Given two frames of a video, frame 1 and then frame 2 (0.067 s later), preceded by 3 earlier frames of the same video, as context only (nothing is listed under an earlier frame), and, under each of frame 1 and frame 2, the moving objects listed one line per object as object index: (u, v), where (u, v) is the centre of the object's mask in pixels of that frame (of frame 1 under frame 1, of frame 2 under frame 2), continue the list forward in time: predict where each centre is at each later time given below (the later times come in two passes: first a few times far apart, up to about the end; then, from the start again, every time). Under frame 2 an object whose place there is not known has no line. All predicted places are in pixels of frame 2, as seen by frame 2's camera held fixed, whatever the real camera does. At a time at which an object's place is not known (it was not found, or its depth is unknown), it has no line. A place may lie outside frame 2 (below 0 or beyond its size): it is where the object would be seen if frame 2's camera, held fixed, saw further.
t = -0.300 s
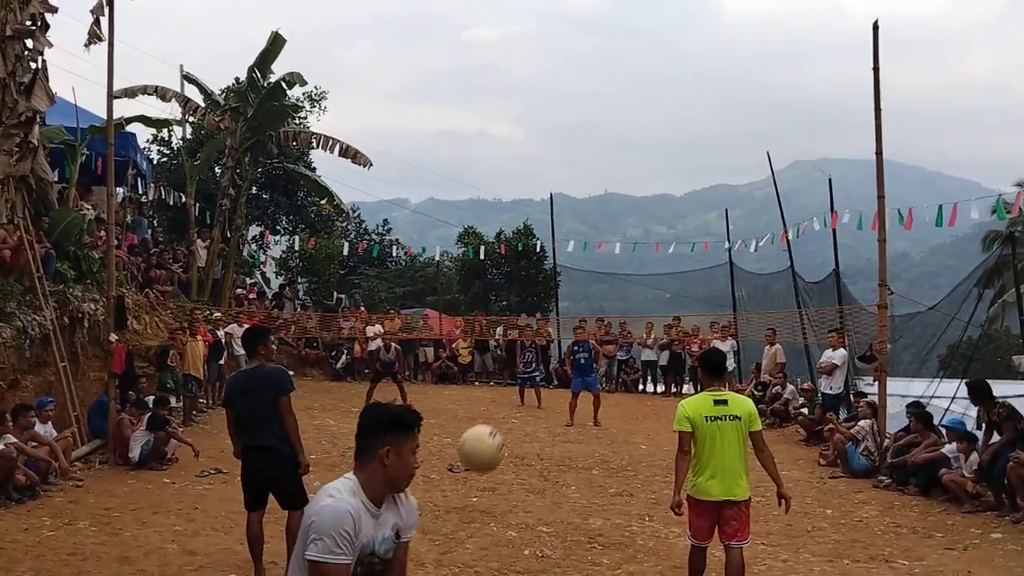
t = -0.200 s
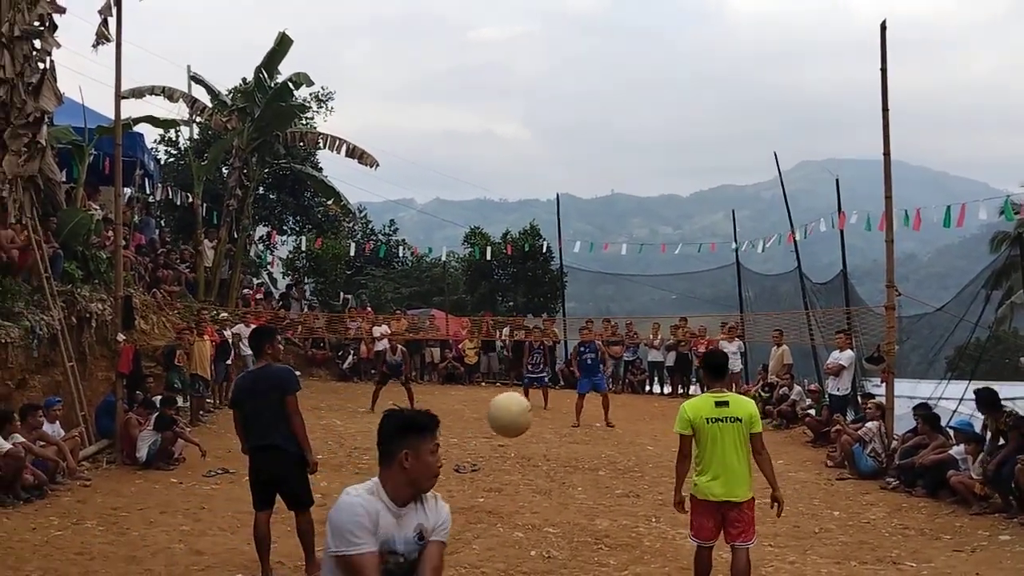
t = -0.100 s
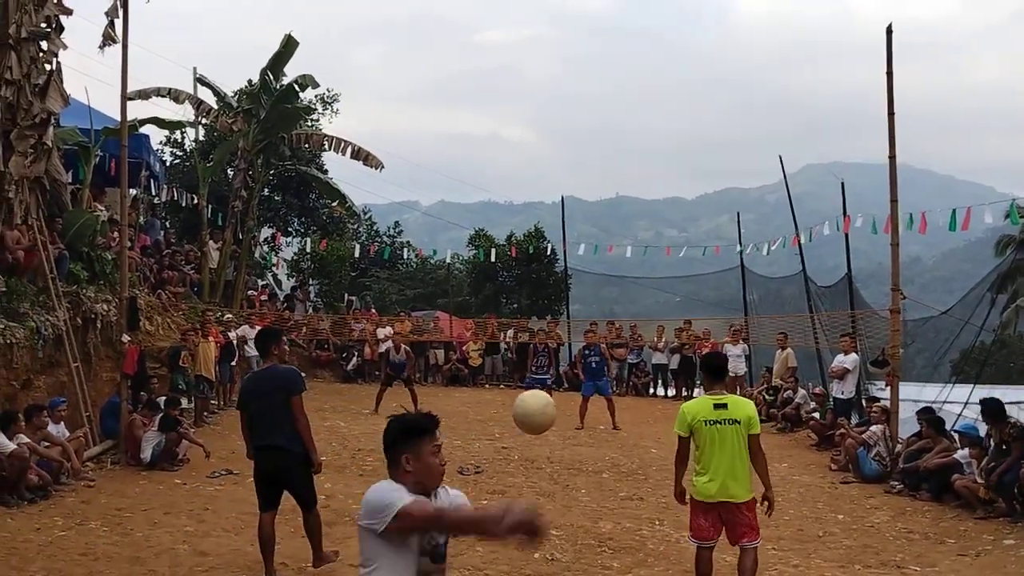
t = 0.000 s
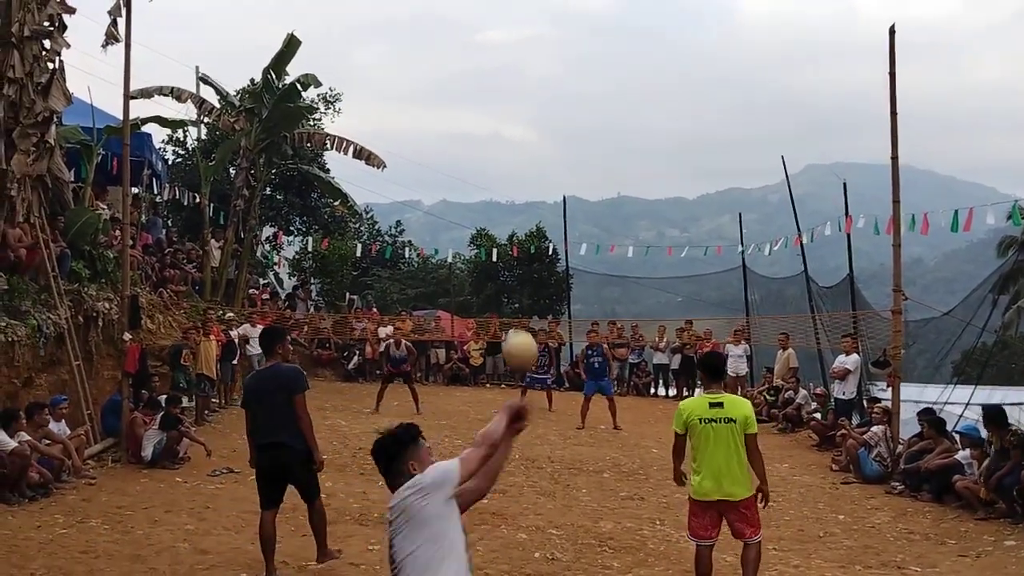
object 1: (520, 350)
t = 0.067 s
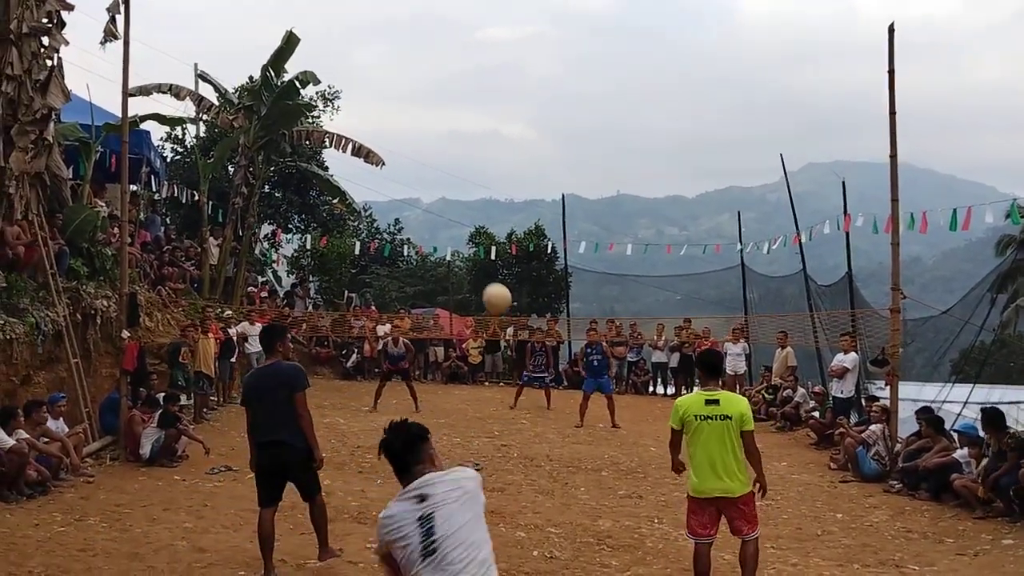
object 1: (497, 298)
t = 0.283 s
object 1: (477, 255)
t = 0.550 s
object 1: (483, 272)
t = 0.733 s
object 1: (490, 304)
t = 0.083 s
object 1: (493, 290)
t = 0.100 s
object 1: (490, 283)
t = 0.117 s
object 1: (487, 278)
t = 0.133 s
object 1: (485, 273)
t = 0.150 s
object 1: (483, 269)
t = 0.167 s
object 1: (481, 266)
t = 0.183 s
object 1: (480, 263)
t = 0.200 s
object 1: (479, 261)
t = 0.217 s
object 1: (478, 259)
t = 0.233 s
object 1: (478, 257)
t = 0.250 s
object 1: (477, 256)
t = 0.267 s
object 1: (477, 255)
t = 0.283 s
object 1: (477, 255)
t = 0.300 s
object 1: (476, 255)
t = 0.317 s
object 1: (476, 254)
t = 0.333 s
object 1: (476, 254)
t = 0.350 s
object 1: (476, 255)
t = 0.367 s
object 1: (477, 255)
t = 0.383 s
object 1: (477, 256)
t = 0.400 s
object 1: (477, 256)
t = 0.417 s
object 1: (477, 257)
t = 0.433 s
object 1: (478, 259)
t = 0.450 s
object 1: (479, 260)
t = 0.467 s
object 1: (479, 262)
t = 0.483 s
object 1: (480, 264)
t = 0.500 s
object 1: (481, 266)
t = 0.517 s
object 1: (481, 268)
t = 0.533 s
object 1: (482, 270)
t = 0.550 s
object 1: (483, 272)
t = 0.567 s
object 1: (484, 275)
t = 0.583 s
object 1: (484, 277)
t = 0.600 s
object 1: (485, 280)
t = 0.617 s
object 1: (486, 282)
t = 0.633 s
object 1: (486, 285)
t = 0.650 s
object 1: (487, 288)
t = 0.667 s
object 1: (488, 291)
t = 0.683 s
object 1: (488, 294)
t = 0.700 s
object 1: (489, 297)
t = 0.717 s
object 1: (490, 300)
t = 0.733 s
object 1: (490, 304)
